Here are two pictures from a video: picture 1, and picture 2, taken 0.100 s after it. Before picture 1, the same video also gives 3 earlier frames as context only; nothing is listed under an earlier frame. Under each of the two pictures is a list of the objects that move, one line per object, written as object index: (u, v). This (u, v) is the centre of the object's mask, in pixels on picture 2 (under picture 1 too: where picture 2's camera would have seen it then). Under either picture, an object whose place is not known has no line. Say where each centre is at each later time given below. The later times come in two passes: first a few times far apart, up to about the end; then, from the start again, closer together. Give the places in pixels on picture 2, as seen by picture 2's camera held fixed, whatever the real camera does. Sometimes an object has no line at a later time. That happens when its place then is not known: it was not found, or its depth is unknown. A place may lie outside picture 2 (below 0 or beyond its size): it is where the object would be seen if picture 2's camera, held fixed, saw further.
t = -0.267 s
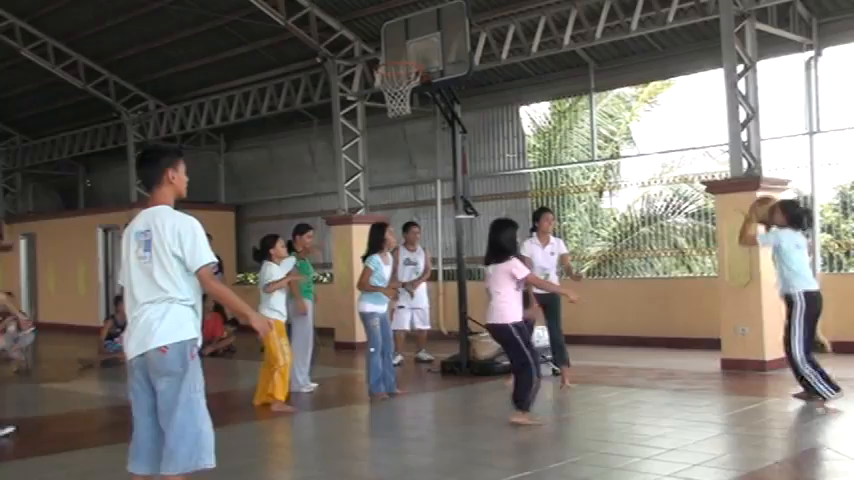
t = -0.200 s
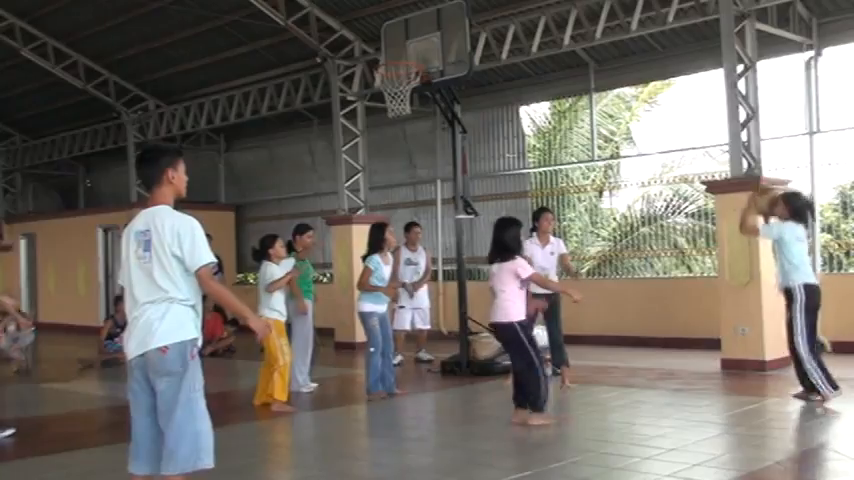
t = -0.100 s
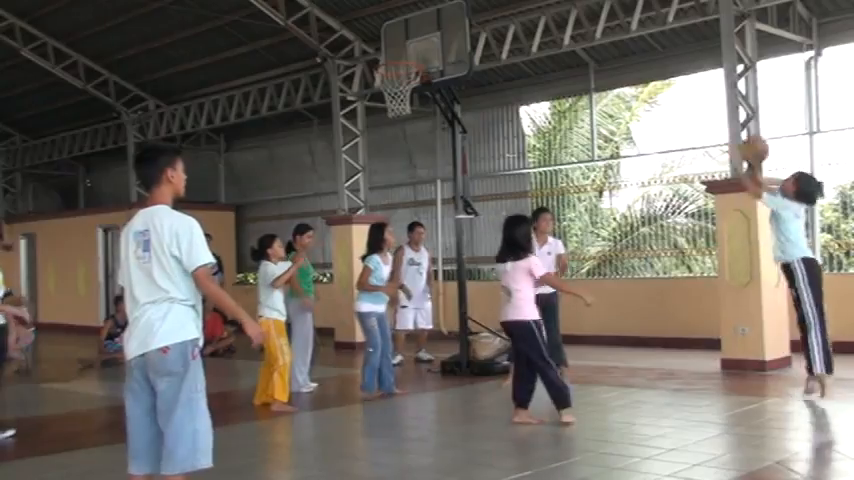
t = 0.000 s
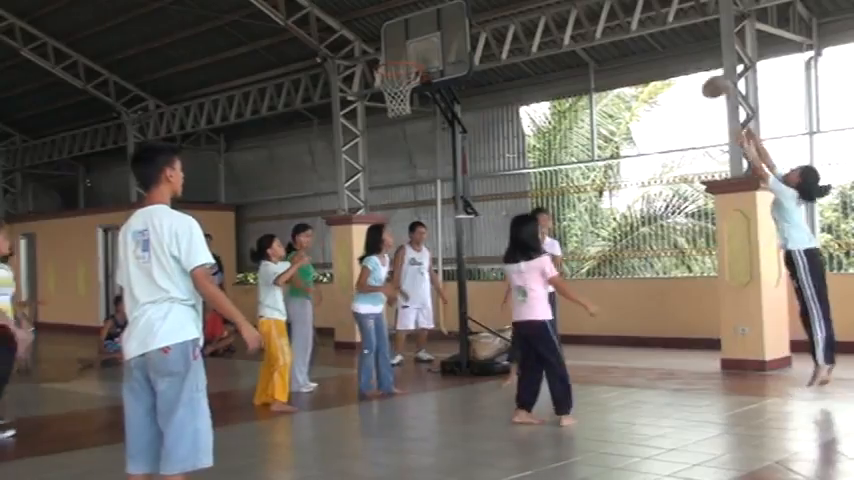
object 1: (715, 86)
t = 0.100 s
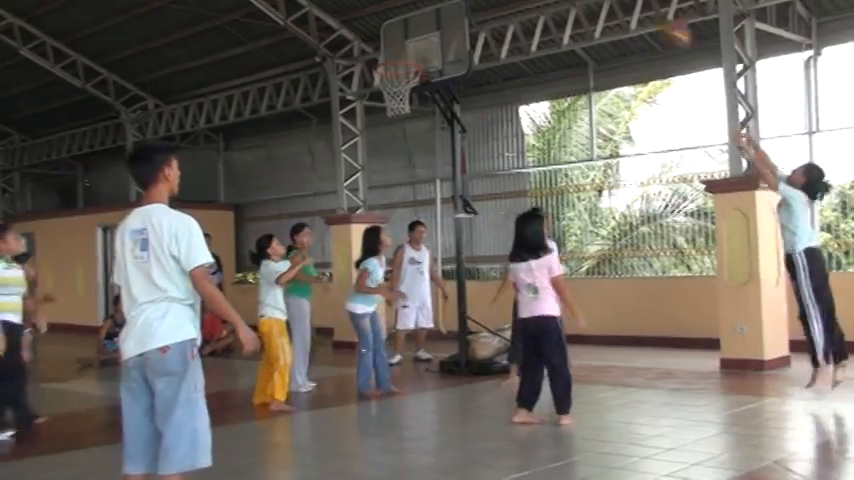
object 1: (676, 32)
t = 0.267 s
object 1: (612, -16)
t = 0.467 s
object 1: (544, -38)
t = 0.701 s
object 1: (470, 0)
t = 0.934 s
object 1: (408, 90)
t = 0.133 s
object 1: (663, 21)
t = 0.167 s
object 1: (651, 9)
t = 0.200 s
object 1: (640, 2)
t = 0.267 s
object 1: (612, -16)
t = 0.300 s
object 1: (598, -26)
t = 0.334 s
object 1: (588, -33)
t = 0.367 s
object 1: (577, -35)
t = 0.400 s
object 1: (565, -38)
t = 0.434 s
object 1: (556, -39)
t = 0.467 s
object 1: (544, -38)
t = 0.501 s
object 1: (531, -35)
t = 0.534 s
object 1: (523, -34)
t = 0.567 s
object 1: (510, -29)
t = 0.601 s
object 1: (501, -25)
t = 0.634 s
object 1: (491, -19)
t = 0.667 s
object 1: (480, -12)
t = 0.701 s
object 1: (470, 0)
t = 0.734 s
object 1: (463, 7)
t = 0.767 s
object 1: (453, 19)
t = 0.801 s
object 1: (443, 32)
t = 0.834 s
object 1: (434, 45)
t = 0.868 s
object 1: (426, 59)
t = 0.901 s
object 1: (417, 72)
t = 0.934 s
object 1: (408, 90)
